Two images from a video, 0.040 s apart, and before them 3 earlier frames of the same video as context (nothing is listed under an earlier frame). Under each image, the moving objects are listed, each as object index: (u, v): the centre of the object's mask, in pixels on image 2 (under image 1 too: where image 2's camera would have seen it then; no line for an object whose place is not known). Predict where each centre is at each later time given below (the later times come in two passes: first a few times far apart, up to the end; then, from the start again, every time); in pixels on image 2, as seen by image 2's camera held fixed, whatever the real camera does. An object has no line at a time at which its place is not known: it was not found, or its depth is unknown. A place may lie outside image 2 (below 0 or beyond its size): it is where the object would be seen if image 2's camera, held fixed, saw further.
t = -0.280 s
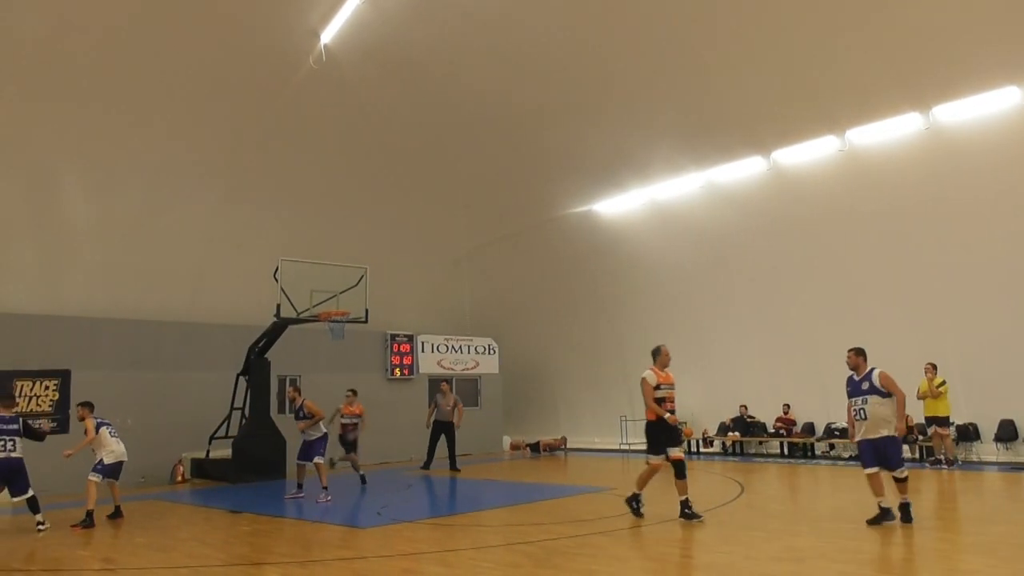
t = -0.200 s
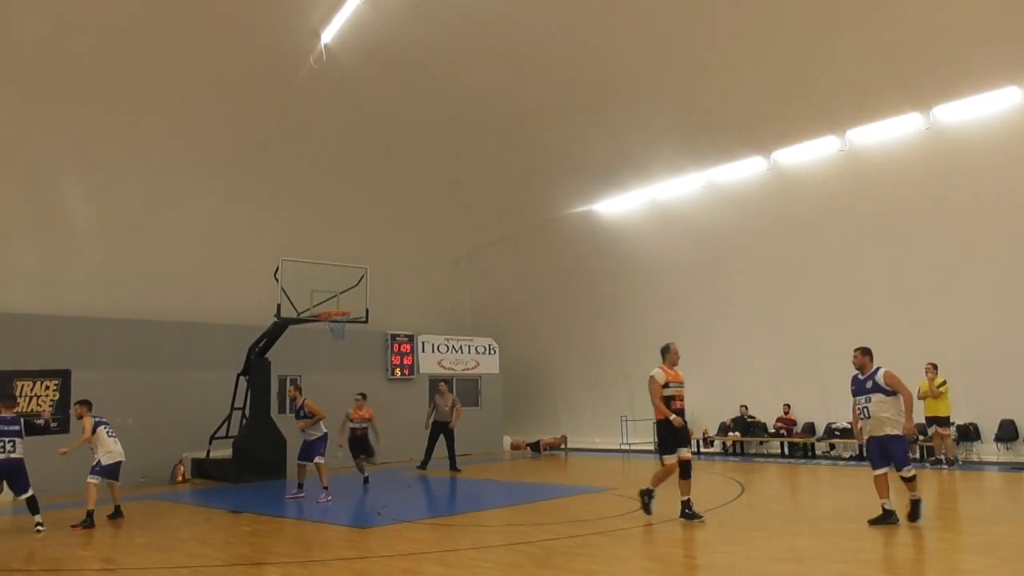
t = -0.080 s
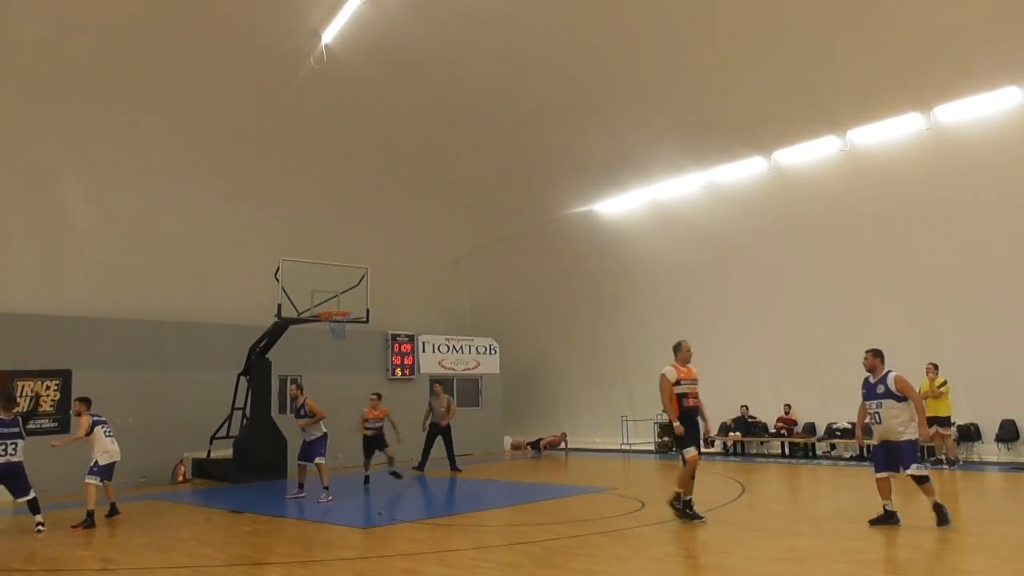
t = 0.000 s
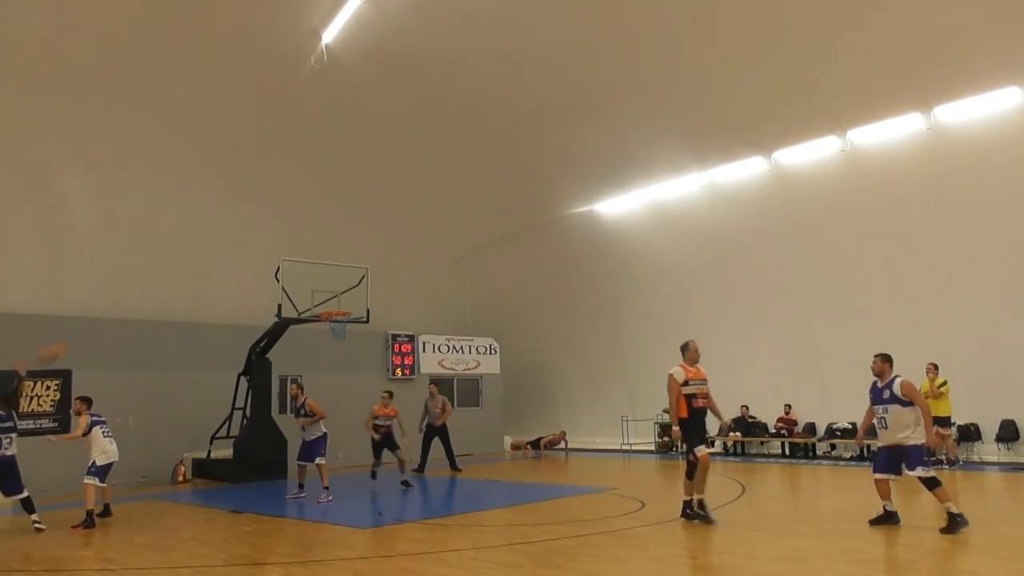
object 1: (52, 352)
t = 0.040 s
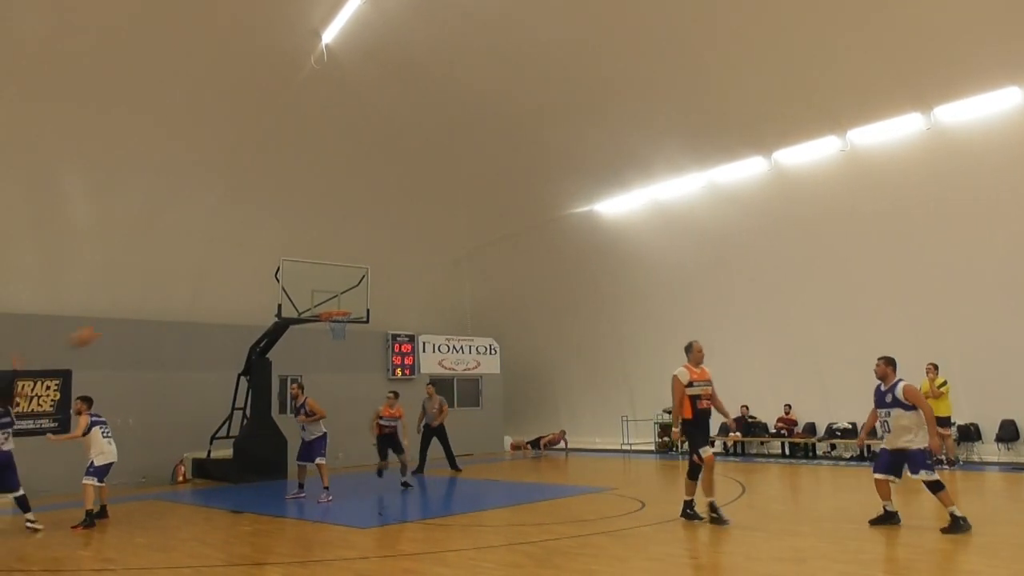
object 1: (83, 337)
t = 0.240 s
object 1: (235, 276)
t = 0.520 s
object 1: (415, 236)
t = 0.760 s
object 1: (552, 239)
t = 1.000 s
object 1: (681, 270)
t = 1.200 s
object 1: (781, 316)
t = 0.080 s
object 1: (115, 323)
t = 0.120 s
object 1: (148, 308)
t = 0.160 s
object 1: (176, 298)
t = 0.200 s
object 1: (205, 287)
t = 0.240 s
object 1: (235, 276)
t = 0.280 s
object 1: (264, 267)
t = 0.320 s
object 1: (288, 260)
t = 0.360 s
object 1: (316, 253)
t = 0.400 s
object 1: (344, 247)
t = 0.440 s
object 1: (366, 243)
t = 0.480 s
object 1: (392, 240)
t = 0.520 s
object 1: (415, 236)
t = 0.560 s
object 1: (439, 236)
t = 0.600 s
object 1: (463, 235)
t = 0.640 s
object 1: (486, 234)
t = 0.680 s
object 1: (509, 235)
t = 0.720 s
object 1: (533, 236)
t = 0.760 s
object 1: (552, 239)
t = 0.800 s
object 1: (576, 242)
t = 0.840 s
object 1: (596, 247)
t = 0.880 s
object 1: (617, 251)
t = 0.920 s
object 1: (639, 257)
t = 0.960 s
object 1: (659, 263)
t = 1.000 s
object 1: (681, 270)
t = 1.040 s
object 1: (701, 277)
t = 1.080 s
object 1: (720, 287)
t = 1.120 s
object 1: (741, 296)
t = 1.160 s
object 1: (761, 306)
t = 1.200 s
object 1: (781, 316)
